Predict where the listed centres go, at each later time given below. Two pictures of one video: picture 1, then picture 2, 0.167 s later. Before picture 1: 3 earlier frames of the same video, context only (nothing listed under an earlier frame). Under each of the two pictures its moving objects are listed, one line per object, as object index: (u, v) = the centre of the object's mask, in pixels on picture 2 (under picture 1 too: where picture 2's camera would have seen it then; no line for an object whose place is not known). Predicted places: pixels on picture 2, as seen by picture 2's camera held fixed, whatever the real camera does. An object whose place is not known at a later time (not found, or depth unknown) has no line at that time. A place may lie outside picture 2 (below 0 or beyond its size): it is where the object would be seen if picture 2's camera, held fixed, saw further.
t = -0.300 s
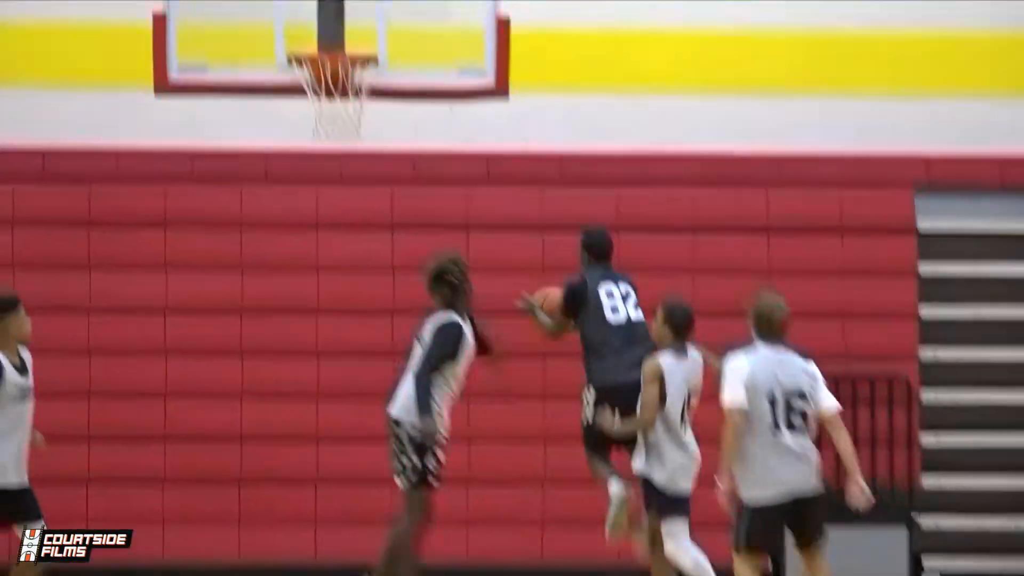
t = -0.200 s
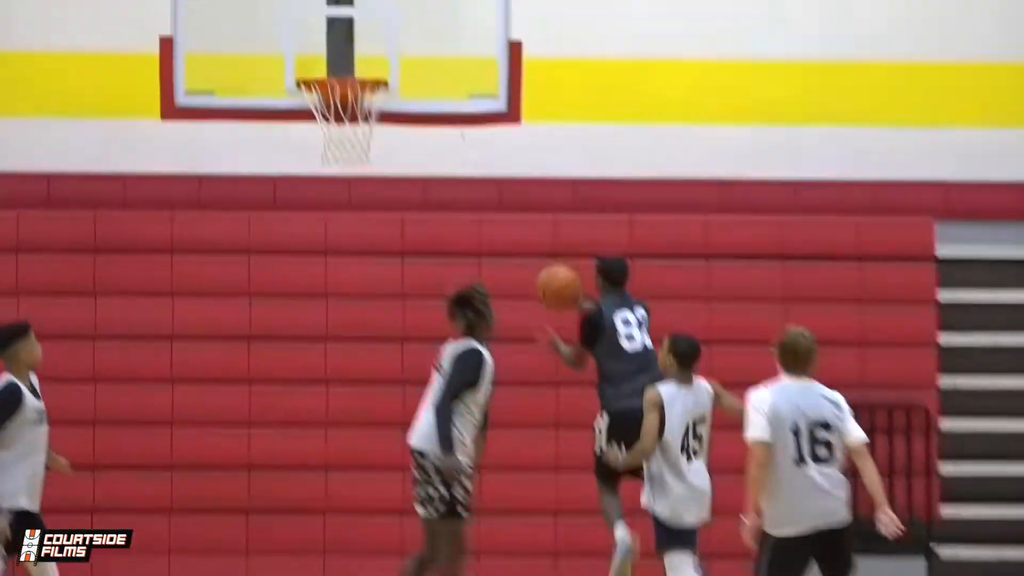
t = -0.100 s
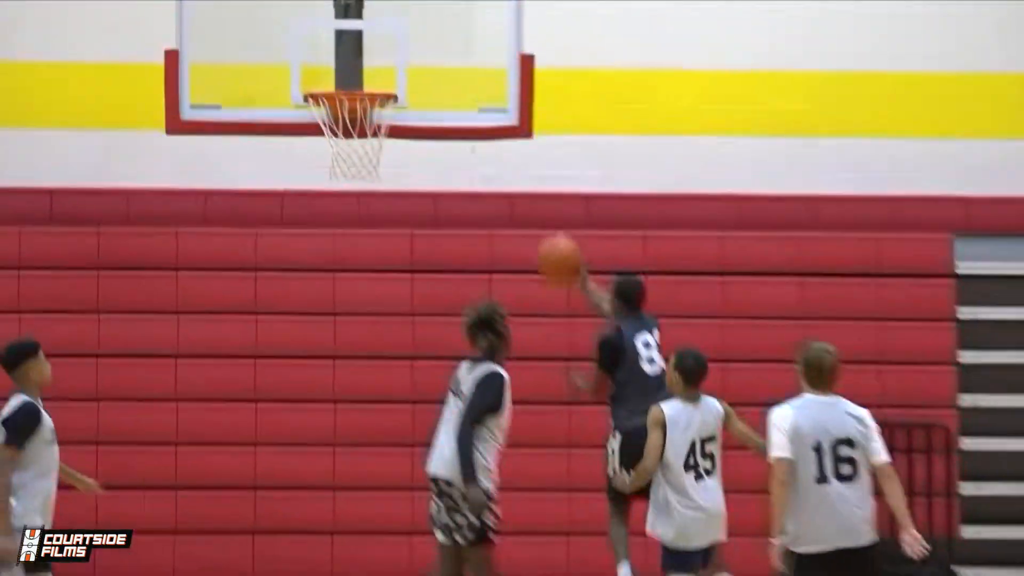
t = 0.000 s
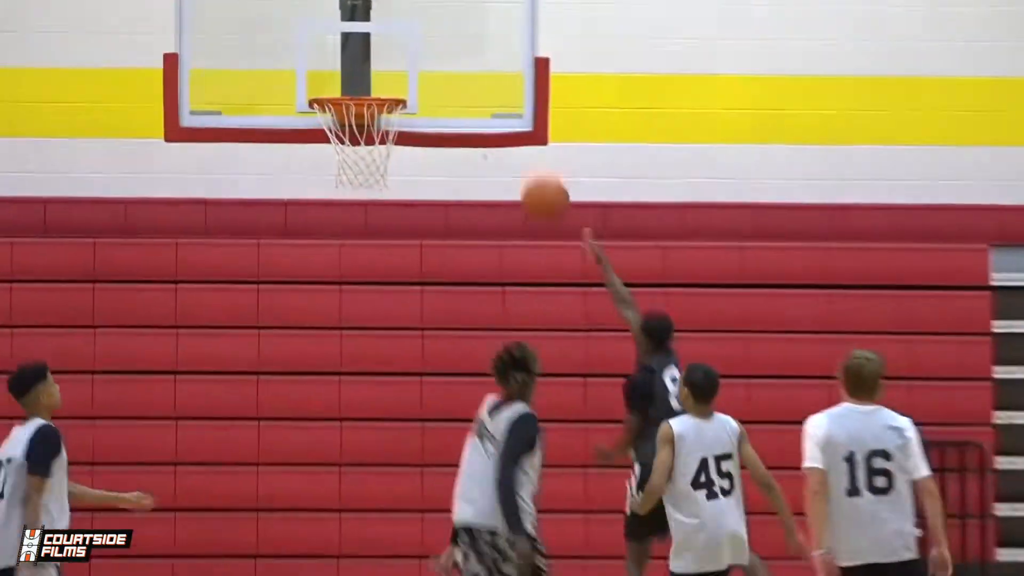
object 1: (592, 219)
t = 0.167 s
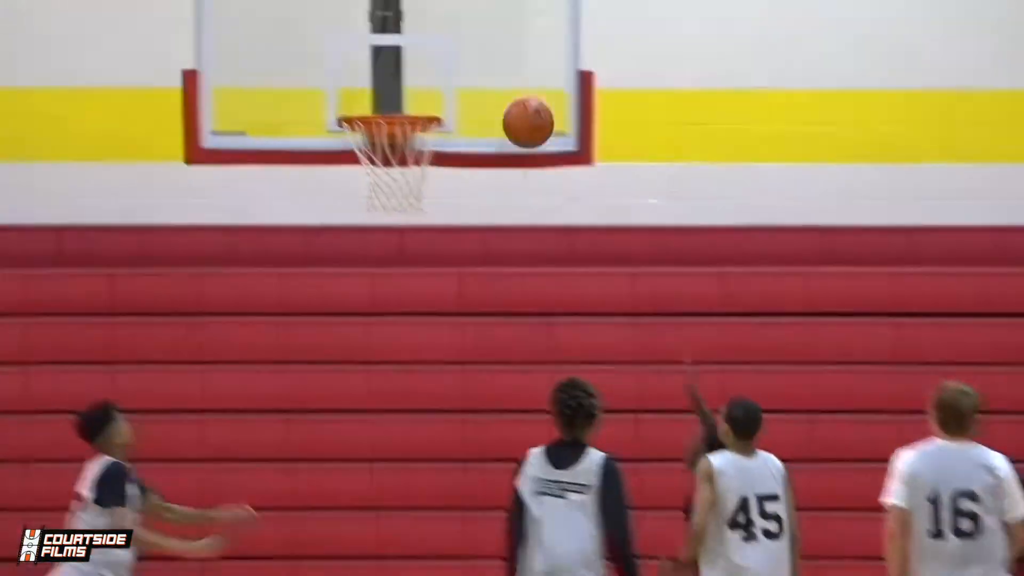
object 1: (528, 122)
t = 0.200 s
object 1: (515, 110)
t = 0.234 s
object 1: (503, 99)
